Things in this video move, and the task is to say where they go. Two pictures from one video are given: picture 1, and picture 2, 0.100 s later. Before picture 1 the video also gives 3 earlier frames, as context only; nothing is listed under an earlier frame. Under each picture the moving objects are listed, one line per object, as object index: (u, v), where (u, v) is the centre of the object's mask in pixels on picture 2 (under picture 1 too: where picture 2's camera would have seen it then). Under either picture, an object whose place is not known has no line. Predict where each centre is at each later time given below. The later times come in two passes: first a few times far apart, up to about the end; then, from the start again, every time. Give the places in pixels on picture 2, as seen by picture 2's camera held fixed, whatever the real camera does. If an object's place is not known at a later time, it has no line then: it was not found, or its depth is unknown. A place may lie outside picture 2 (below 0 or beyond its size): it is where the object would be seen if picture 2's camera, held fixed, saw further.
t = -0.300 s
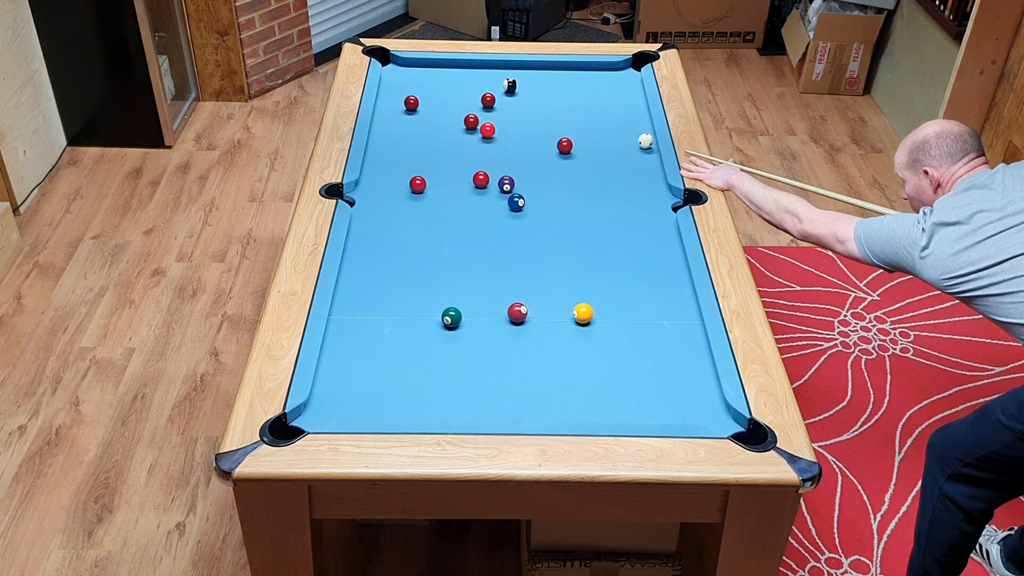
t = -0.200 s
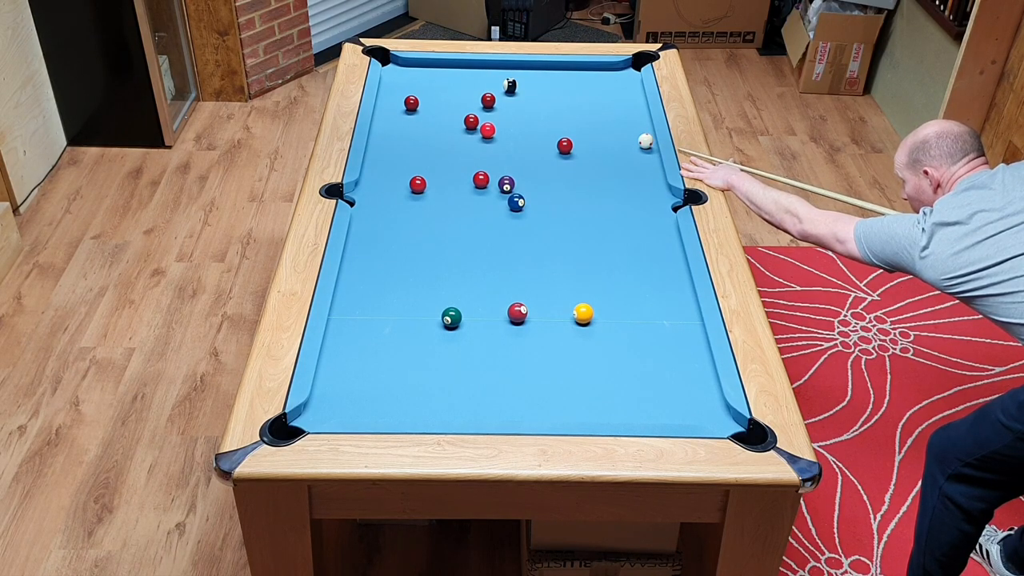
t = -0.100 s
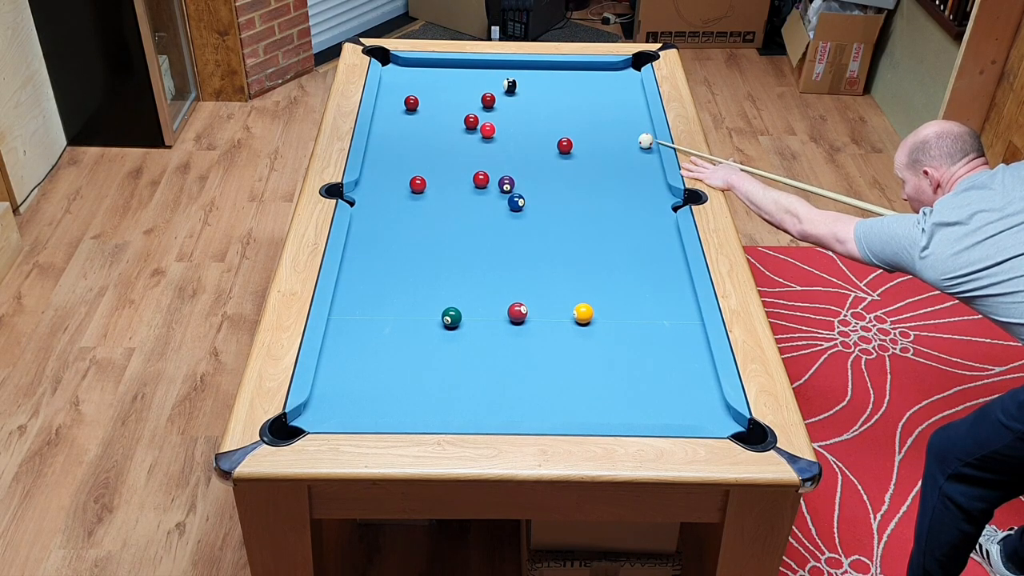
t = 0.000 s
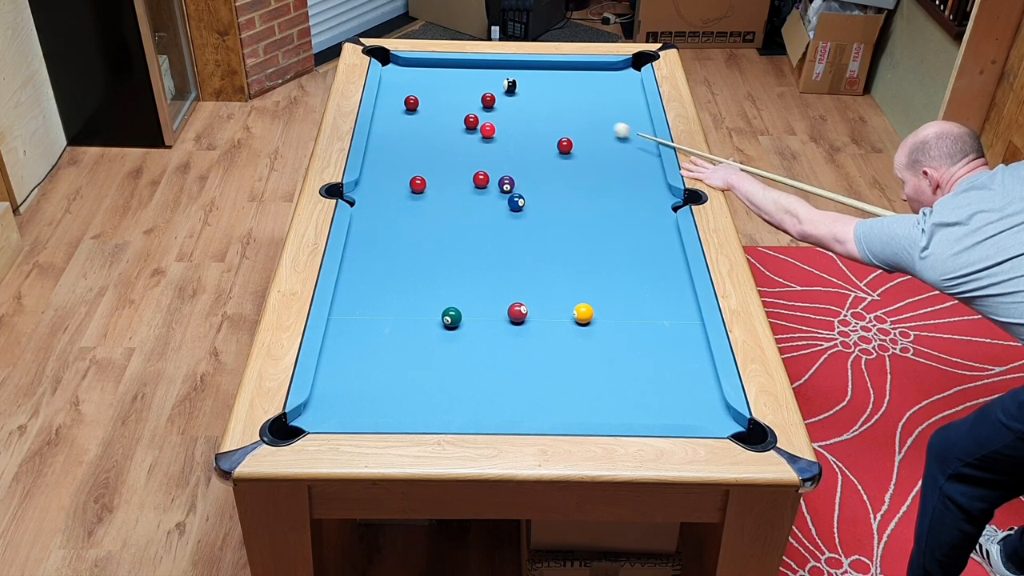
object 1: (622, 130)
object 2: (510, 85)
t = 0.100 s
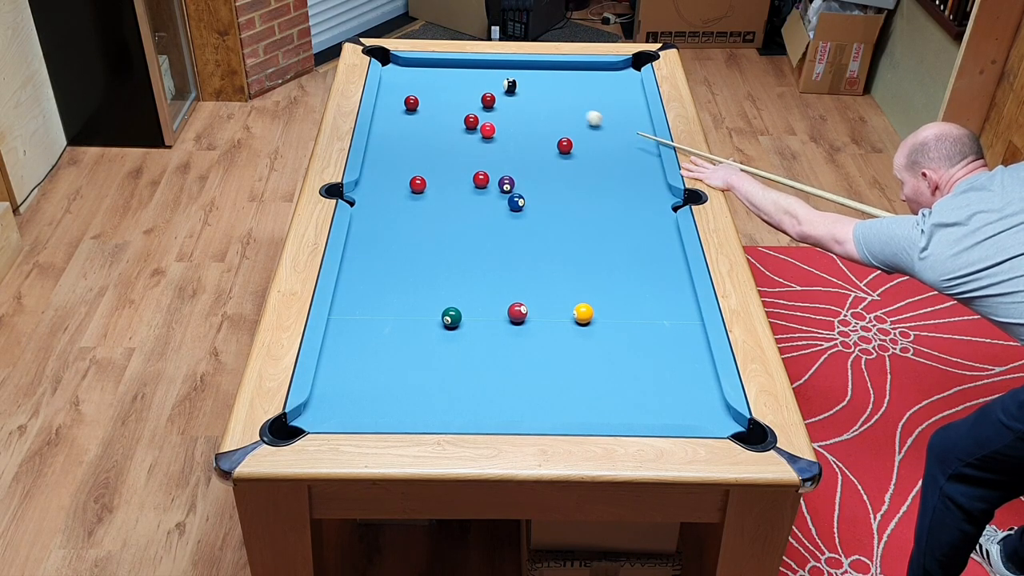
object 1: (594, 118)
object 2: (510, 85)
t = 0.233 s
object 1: (559, 103)
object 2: (510, 85)
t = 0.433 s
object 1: (526, 84)
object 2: (497, 84)
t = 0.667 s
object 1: (523, 70)
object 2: (460, 77)
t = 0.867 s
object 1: (521, 70)
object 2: (430, 71)
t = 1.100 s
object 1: (521, 80)
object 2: (397, 65)
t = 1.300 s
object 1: (520, 88)
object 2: (384, 59)
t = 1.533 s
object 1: (519, 96)
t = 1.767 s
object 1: (518, 104)
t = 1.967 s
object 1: (517, 111)
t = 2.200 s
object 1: (517, 118)
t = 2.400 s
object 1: (515, 124)
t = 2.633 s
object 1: (514, 129)
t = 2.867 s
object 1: (513, 135)
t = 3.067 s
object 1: (512, 138)
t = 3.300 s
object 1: (511, 142)
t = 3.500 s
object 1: (510, 144)
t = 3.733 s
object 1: (509, 146)
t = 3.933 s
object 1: (508, 147)
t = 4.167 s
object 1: (508, 148)
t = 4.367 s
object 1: (508, 148)
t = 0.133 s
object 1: (585, 114)
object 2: (510, 85)
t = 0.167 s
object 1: (576, 110)
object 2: (510, 85)
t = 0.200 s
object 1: (567, 107)
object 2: (510, 85)
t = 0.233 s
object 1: (559, 103)
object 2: (510, 85)
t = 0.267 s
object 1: (550, 99)
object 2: (510, 85)
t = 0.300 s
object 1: (542, 96)
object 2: (510, 85)
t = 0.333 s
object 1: (534, 92)
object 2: (510, 85)
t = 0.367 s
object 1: (526, 88)
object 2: (510, 85)
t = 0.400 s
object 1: (525, 86)
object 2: (504, 84)
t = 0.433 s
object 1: (526, 84)
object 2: (497, 84)
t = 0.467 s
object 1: (525, 82)
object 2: (492, 82)
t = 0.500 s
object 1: (525, 80)
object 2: (487, 81)
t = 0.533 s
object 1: (525, 78)
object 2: (482, 81)
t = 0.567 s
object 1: (524, 76)
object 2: (476, 80)
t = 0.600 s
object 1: (524, 74)
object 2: (471, 78)
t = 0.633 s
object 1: (524, 72)
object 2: (466, 77)
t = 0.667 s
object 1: (523, 70)
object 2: (460, 77)
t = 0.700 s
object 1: (523, 68)
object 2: (455, 76)
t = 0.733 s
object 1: (522, 66)
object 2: (451, 75)
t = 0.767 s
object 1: (522, 66)
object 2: (446, 74)
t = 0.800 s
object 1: (522, 67)
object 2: (441, 73)
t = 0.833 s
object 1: (522, 69)
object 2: (436, 72)
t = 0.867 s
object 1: (521, 70)
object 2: (430, 71)
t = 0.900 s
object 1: (522, 72)
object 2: (425, 70)
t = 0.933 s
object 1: (522, 73)
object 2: (420, 69)
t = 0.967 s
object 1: (521, 74)
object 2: (416, 68)
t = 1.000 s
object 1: (521, 76)
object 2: (411, 68)
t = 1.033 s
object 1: (521, 77)
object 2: (407, 67)
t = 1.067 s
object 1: (521, 78)
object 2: (402, 66)
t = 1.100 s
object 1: (521, 80)
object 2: (397, 65)
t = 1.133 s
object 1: (521, 81)
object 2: (393, 65)
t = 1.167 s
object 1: (521, 83)
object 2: (388, 64)
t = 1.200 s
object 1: (520, 84)
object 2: (385, 62)
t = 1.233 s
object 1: (520, 85)
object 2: (385, 61)
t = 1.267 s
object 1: (520, 86)
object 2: (385, 60)
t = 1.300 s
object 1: (520, 88)
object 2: (384, 59)
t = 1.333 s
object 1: (520, 89)
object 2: (384, 59)
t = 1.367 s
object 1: (520, 90)
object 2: (383, 59)
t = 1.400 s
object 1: (519, 91)
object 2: (383, 61)
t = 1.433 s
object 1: (519, 93)
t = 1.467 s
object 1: (519, 94)
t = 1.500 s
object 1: (519, 95)
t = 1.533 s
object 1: (519, 96)
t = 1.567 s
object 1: (519, 98)
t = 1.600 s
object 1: (519, 99)
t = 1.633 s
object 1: (519, 100)
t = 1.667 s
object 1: (518, 101)
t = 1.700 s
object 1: (518, 102)
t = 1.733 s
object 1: (518, 103)
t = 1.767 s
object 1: (518, 104)
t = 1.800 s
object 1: (518, 106)
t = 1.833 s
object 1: (518, 107)
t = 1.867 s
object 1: (518, 108)
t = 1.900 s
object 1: (517, 109)
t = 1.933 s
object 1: (517, 110)
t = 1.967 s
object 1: (517, 111)
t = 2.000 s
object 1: (517, 112)
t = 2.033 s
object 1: (517, 113)
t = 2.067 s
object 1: (517, 114)
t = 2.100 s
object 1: (517, 115)
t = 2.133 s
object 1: (517, 116)
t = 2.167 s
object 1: (516, 117)
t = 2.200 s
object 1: (517, 118)
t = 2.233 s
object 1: (516, 119)
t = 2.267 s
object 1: (516, 120)
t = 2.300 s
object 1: (516, 121)
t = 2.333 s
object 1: (516, 122)
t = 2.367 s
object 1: (516, 123)
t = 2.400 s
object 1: (515, 124)
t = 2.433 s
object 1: (515, 125)
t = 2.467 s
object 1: (515, 125)
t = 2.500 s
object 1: (515, 126)
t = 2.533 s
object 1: (515, 127)
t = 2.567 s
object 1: (515, 128)
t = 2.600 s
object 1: (514, 129)
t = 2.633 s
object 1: (514, 129)
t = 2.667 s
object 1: (514, 130)
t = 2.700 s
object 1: (514, 131)
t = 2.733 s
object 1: (514, 132)
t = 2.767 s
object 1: (514, 132)
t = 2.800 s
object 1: (513, 133)
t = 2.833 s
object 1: (513, 134)
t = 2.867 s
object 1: (513, 135)
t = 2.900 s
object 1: (513, 135)
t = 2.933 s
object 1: (513, 136)
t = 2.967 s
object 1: (513, 137)
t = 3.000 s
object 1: (513, 137)
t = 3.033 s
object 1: (512, 138)
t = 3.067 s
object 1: (512, 138)
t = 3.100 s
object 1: (512, 139)
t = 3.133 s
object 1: (512, 139)
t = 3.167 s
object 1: (511, 140)
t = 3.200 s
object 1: (511, 141)
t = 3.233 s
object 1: (511, 141)
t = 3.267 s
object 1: (511, 141)
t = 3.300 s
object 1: (511, 142)
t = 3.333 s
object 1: (510, 142)
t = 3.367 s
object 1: (510, 143)
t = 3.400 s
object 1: (510, 143)
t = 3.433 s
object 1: (510, 144)
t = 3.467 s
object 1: (510, 144)
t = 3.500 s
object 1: (510, 144)
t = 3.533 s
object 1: (510, 145)
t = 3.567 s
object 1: (509, 145)
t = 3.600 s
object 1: (509, 145)
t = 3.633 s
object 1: (509, 146)
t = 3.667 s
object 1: (509, 146)
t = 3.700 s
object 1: (509, 146)
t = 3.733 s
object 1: (509, 146)
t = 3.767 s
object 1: (509, 147)
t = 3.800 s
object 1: (509, 147)
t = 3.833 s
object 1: (509, 147)
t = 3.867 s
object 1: (508, 147)
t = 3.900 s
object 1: (508, 147)
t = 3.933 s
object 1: (508, 147)
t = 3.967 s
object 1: (508, 147)
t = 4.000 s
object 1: (508, 147)
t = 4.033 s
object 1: (508, 147)
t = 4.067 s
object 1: (508, 148)
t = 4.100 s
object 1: (508, 148)
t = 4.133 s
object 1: (508, 148)
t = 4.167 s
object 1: (508, 148)
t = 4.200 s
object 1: (508, 148)
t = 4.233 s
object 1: (508, 148)
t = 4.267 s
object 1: (508, 148)
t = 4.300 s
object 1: (508, 148)
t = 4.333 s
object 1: (508, 148)
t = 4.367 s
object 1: (508, 148)
